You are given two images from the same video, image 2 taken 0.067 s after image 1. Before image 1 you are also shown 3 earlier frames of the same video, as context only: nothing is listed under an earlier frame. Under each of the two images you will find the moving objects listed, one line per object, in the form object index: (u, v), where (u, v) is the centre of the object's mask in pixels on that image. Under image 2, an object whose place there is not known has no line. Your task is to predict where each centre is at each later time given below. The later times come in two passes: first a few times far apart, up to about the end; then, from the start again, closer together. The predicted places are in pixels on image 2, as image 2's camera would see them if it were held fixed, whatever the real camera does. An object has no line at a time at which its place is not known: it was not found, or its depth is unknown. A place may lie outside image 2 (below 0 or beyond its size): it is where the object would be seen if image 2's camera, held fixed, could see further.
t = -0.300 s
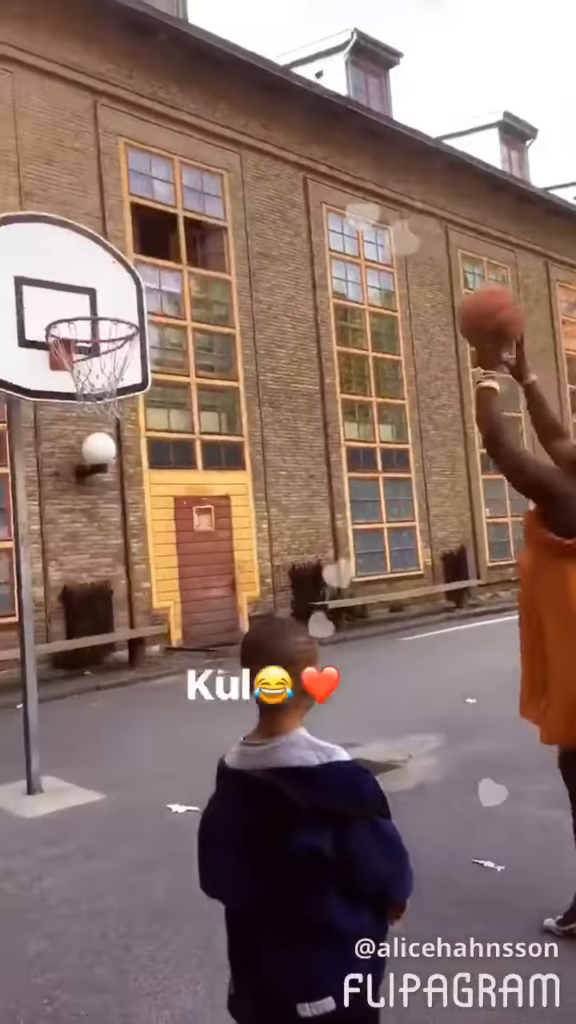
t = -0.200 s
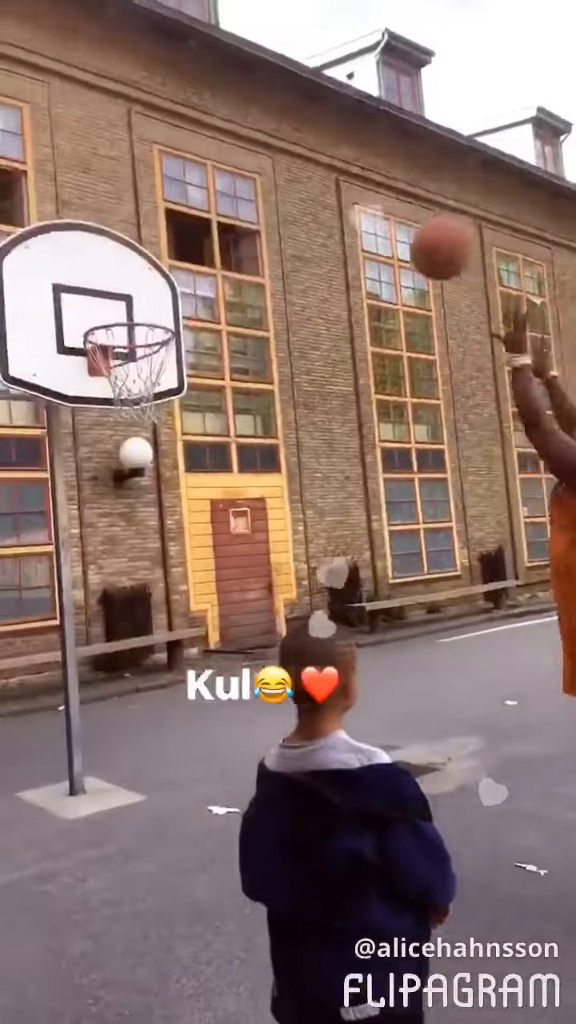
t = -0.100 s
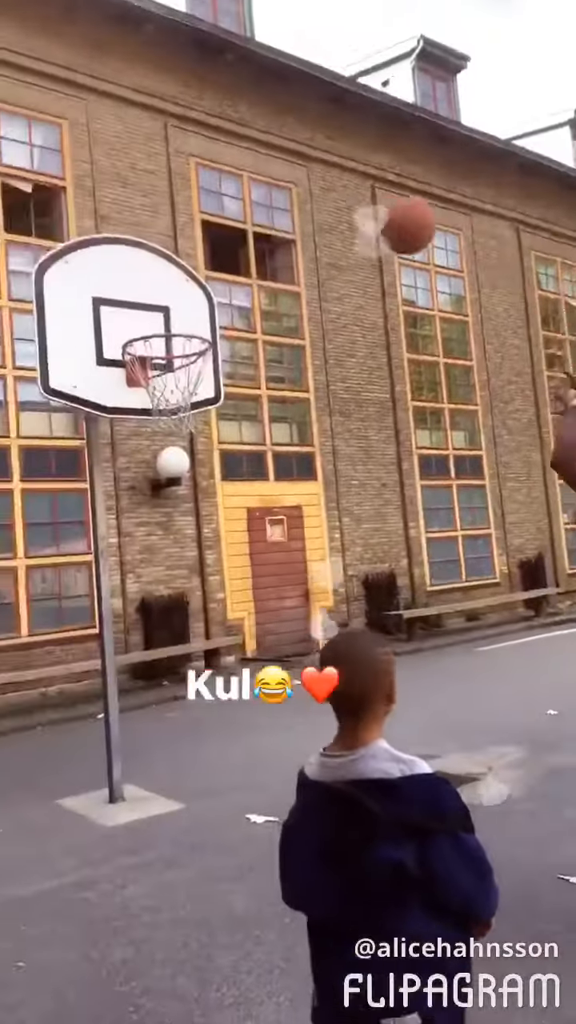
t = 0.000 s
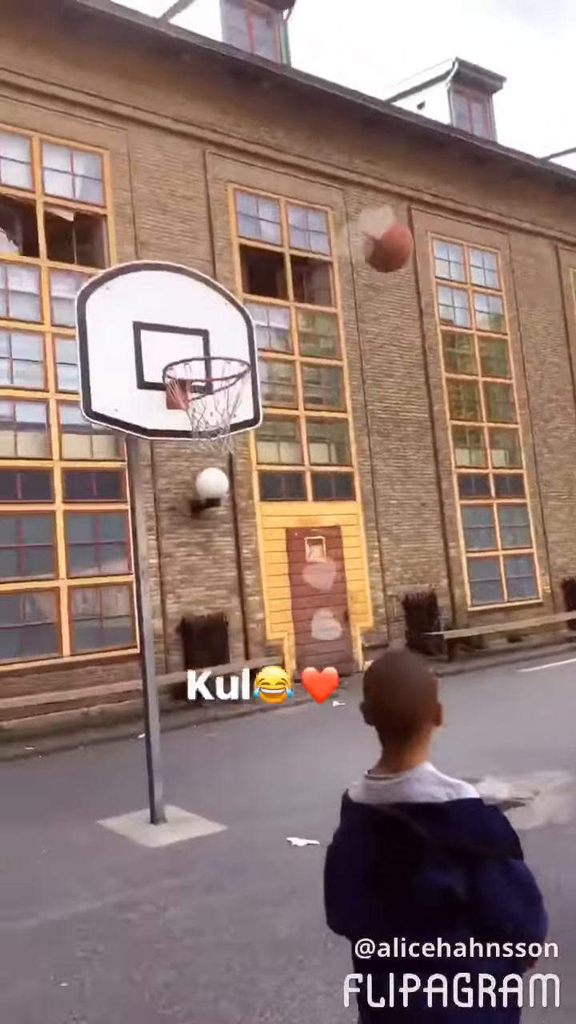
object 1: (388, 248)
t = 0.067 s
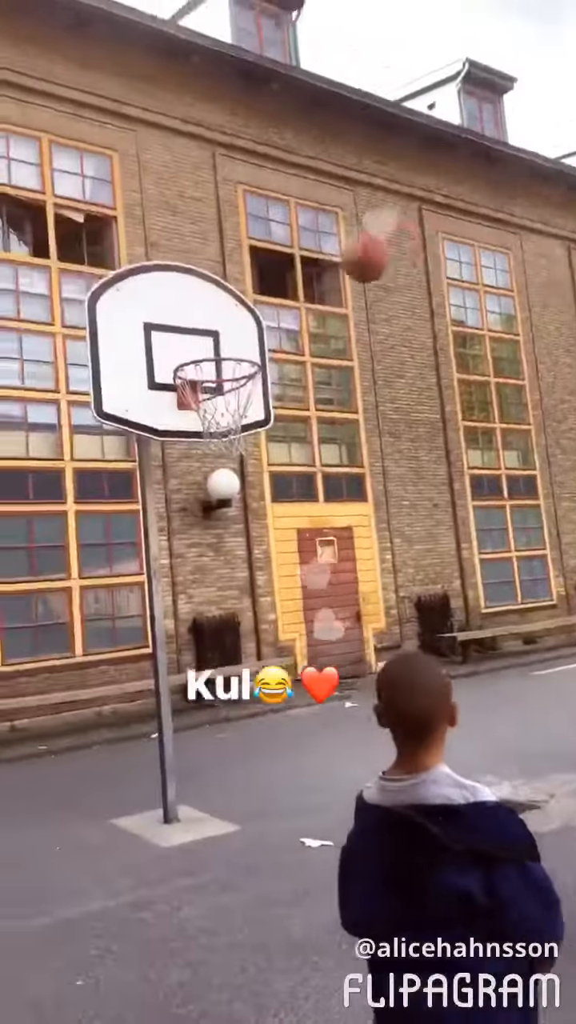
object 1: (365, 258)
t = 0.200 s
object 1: (312, 302)
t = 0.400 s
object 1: (270, 409)
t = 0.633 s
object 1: (280, 588)
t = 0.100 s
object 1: (350, 266)
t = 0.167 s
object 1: (322, 289)
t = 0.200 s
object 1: (312, 302)
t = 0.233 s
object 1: (300, 318)
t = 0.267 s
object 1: (289, 336)
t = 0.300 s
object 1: (279, 354)
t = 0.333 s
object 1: (268, 373)
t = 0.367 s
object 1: (269, 390)
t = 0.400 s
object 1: (270, 409)
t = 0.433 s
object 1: (272, 429)
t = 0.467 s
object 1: (271, 452)
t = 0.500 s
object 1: (273, 476)
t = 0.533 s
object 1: (274, 501)
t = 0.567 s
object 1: (276, 529)
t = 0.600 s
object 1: (278, 558)
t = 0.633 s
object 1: (280, 588)
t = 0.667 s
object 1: (283, 619)
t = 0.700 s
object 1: (285, 654)
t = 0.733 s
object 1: (288, 688)
